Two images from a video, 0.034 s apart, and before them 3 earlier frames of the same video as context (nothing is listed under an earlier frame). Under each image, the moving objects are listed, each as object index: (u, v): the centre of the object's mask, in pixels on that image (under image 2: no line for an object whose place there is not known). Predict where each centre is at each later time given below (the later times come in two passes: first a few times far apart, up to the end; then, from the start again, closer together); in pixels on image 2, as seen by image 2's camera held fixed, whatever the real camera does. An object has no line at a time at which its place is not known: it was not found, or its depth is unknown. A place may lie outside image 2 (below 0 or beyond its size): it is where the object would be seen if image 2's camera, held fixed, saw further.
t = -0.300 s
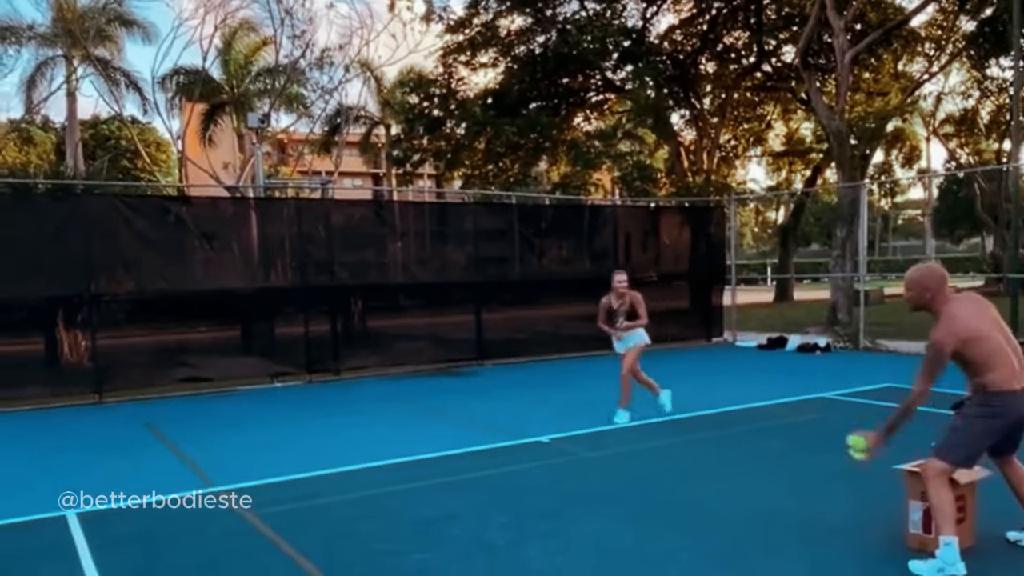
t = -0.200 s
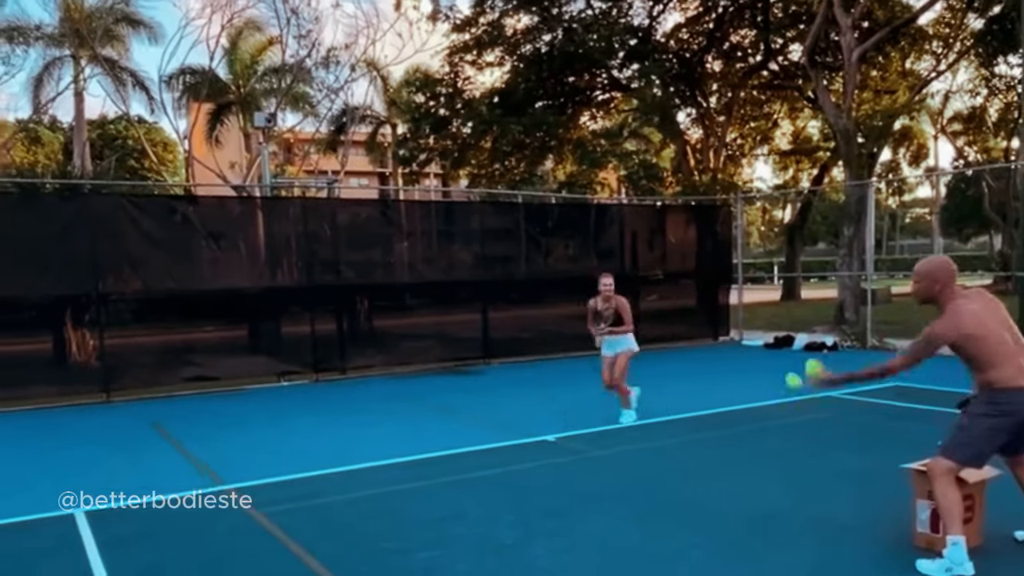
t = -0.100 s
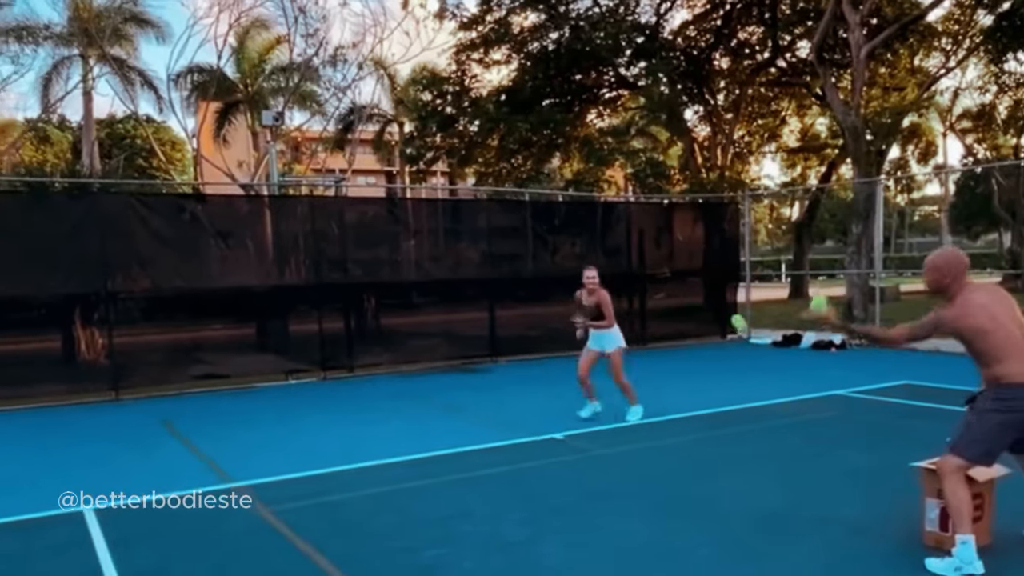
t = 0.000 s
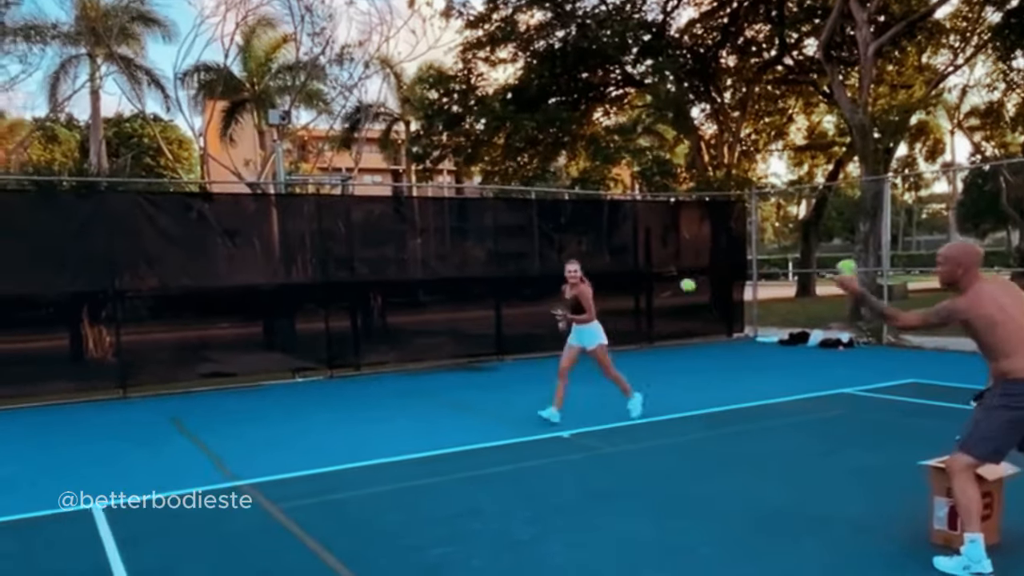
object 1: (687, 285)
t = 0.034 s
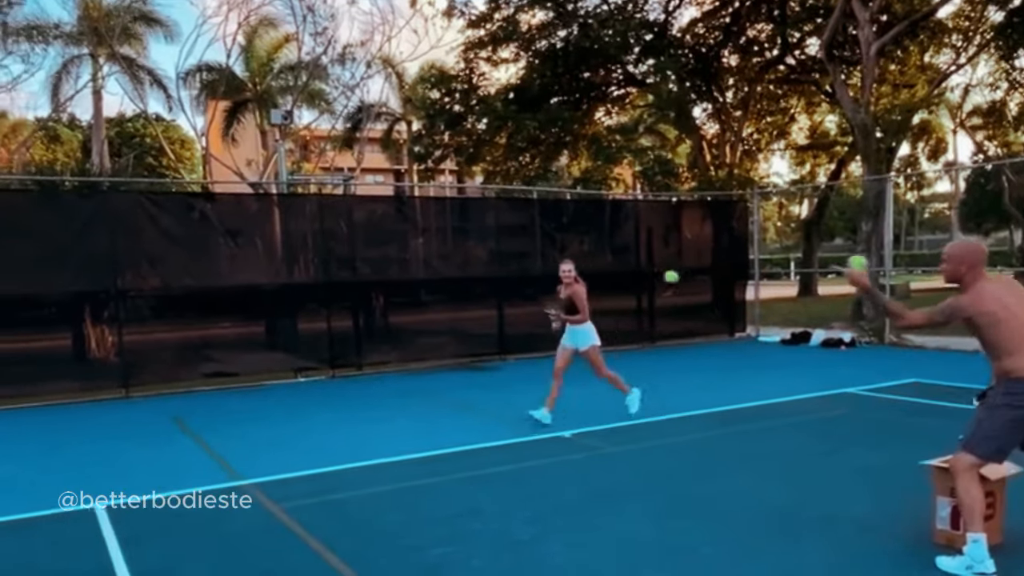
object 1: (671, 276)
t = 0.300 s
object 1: (539, 286)
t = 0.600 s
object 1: (423, 413)
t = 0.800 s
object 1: (365, 451)
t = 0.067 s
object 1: (653, 271)
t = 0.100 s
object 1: (636, 268)
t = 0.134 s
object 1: (618, 266)
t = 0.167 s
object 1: (602, 267)
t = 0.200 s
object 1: (586, 269)
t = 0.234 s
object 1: (570, 273)
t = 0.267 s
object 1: (554, 278)
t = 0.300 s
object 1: (539, 286)
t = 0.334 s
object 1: (524, 294)
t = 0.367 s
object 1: (511, 304)
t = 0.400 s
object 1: (497, 316)
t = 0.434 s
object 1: (483, 330)
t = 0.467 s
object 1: (469, 345)
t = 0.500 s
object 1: (458, 360)
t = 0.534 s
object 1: (446, 377)
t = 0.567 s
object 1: (434, 394)
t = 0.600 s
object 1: (423, 413)
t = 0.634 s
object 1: (412, 433)
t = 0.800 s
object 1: (365, 451)
